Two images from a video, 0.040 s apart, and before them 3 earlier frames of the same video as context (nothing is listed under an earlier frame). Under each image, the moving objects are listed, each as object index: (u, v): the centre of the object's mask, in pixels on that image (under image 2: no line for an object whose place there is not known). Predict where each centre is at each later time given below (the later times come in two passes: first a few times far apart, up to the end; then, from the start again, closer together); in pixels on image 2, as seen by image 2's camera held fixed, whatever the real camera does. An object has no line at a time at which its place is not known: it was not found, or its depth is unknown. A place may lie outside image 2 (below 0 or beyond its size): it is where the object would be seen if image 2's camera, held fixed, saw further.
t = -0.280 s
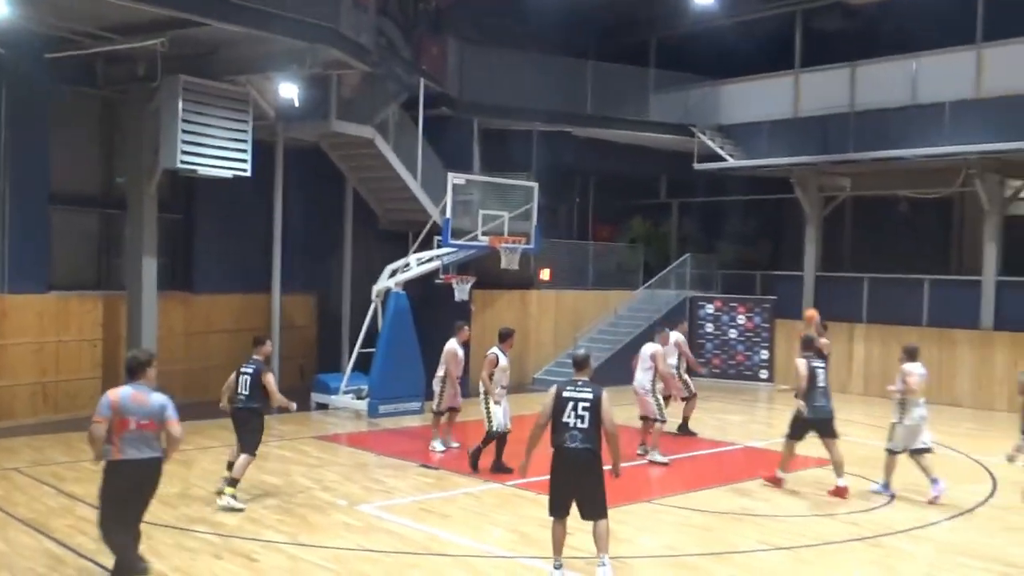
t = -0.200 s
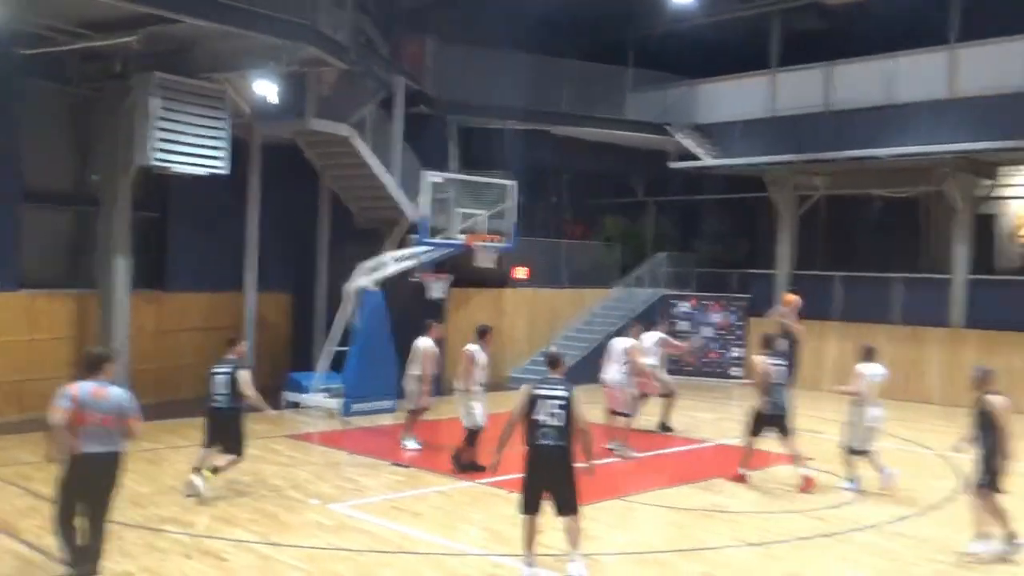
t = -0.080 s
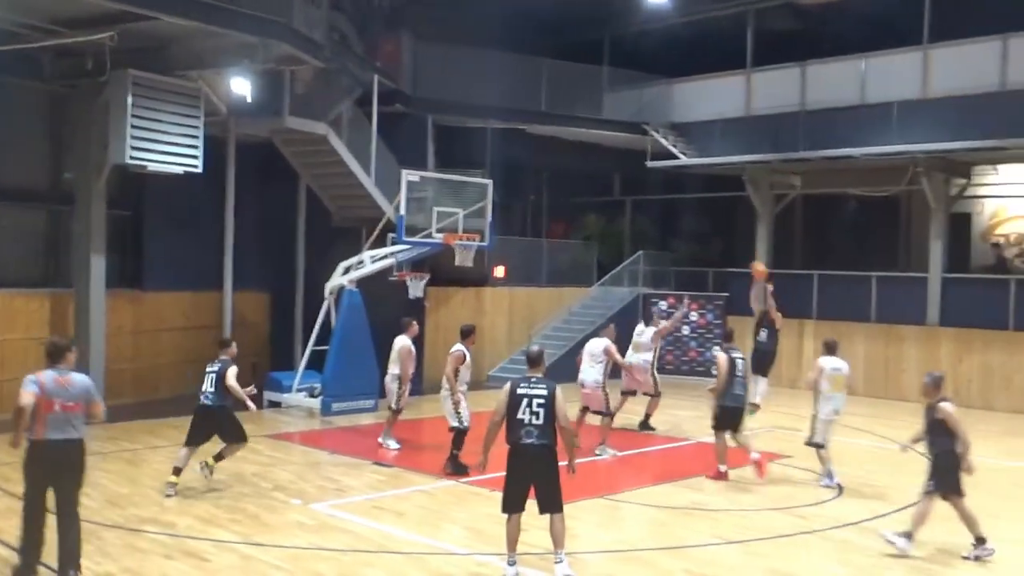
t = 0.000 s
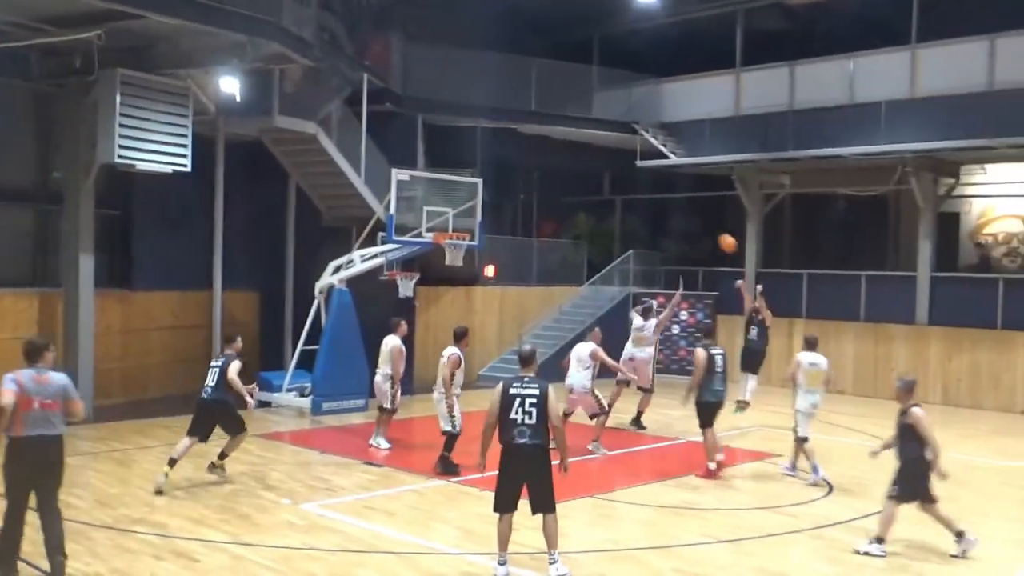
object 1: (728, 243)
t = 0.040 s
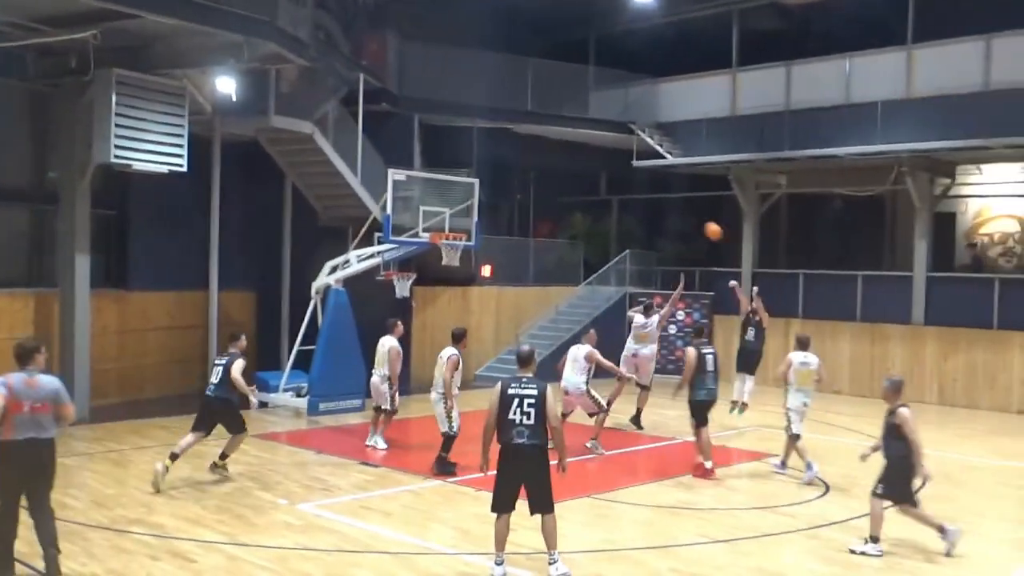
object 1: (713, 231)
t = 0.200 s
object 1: (669, 192)
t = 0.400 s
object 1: (612, 165)
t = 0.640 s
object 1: (544, 165)
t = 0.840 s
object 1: (486, 193)
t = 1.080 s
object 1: (453, 238)
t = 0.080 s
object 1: (702, 219)
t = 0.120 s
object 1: (690, 210)
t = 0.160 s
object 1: (680, 201)
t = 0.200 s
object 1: (669, 192)
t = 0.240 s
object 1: (657, 184)
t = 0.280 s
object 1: (646, 179)
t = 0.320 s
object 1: (635, 173)
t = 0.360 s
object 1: (624, 169)
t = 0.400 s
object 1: (612, 165)
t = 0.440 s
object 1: (601, 163)
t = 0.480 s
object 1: (590, 161)
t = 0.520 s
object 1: (578, 161)
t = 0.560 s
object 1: (566, 161)
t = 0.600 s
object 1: (555, 163)
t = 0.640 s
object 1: (544, 165)
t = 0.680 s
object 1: (532, 169)
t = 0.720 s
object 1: (520, 174)
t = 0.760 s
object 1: (509, 179)
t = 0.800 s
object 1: (497, 186)
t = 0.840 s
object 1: (486, 193)
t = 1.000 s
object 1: (444, 230)
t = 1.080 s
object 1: (453, 238)
